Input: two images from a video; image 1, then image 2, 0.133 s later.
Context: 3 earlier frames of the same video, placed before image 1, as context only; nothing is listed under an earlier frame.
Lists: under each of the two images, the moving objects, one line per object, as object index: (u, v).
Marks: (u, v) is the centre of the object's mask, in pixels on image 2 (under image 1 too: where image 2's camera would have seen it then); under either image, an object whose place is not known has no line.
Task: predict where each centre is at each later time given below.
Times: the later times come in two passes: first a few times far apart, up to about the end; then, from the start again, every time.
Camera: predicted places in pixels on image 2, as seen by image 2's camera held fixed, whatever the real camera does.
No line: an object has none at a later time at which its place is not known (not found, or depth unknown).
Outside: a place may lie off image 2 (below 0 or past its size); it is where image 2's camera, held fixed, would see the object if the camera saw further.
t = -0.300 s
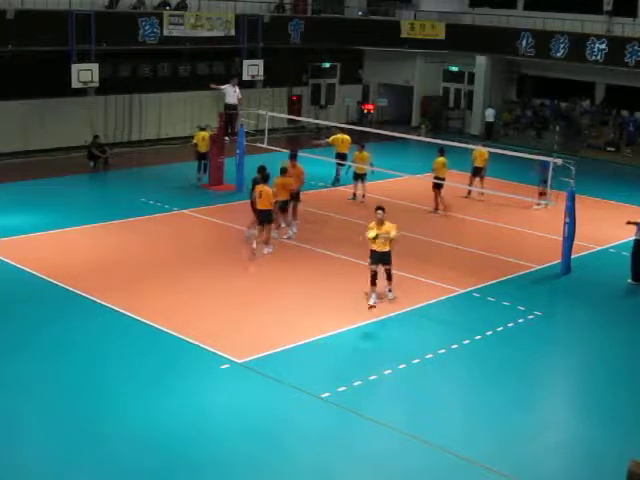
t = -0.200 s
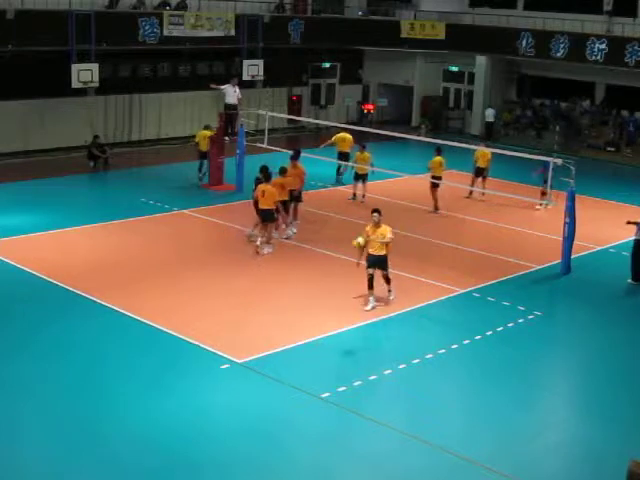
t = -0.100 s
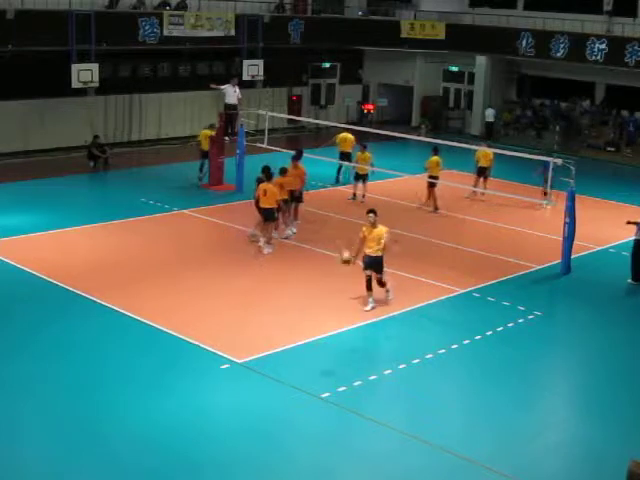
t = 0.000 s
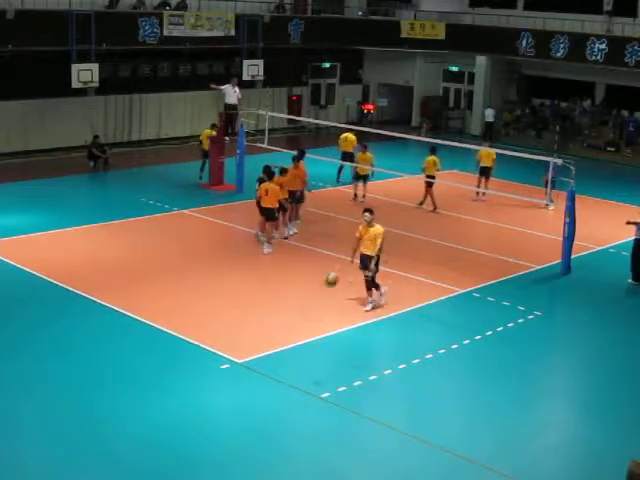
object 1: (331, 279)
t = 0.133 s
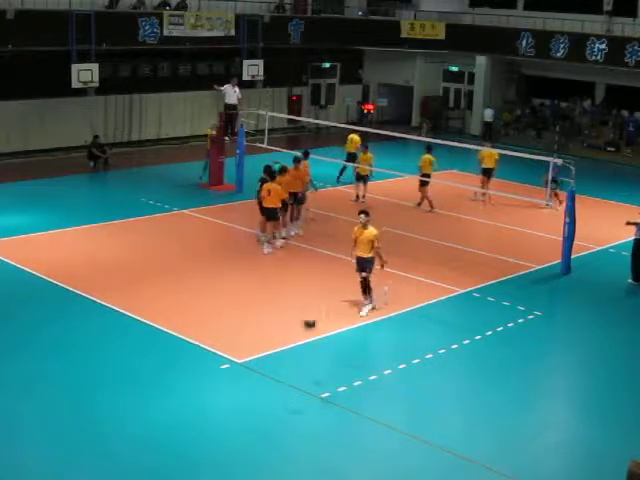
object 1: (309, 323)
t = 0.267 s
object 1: (285, 377)
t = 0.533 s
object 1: (244, 421)
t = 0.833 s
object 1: (203, 428)
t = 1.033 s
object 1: (172, 472)
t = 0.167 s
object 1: (303, 336)
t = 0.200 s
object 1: (295, 345)
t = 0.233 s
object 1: (293, 362)
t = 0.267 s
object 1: (285, 377)
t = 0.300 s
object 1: (278, 394)
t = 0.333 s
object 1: (272, 411)
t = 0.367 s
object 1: (265, 429)
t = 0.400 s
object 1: (261, 439)
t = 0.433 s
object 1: (256, 432)
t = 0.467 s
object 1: (252, 428)
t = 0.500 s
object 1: (248, 424)
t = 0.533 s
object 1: (244, 421)
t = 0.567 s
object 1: (240, 418)
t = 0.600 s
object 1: (236, 416)
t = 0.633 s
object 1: (232, 414)
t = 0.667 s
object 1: (227, 415)
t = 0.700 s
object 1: (223, 415)
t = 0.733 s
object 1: (218, 417)
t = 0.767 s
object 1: (214, 419)
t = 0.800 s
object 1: (208, 423)
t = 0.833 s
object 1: (203, 428)
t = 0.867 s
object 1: (199, 433)
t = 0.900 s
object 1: (194, 440)
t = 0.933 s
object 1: (188, 447)
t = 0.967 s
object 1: (183, 456)
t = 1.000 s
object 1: (177, 465)
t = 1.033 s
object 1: (172, 472)
